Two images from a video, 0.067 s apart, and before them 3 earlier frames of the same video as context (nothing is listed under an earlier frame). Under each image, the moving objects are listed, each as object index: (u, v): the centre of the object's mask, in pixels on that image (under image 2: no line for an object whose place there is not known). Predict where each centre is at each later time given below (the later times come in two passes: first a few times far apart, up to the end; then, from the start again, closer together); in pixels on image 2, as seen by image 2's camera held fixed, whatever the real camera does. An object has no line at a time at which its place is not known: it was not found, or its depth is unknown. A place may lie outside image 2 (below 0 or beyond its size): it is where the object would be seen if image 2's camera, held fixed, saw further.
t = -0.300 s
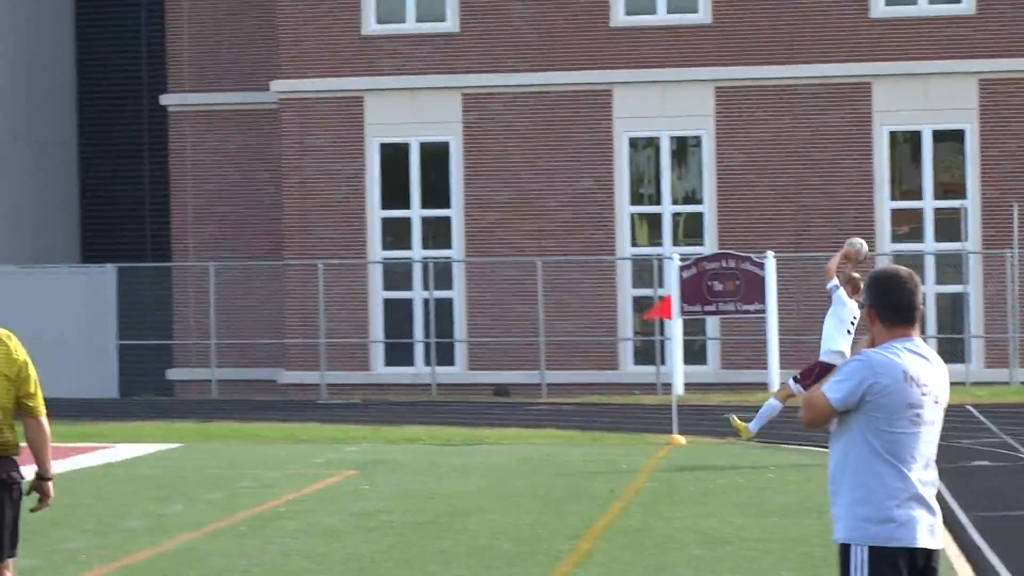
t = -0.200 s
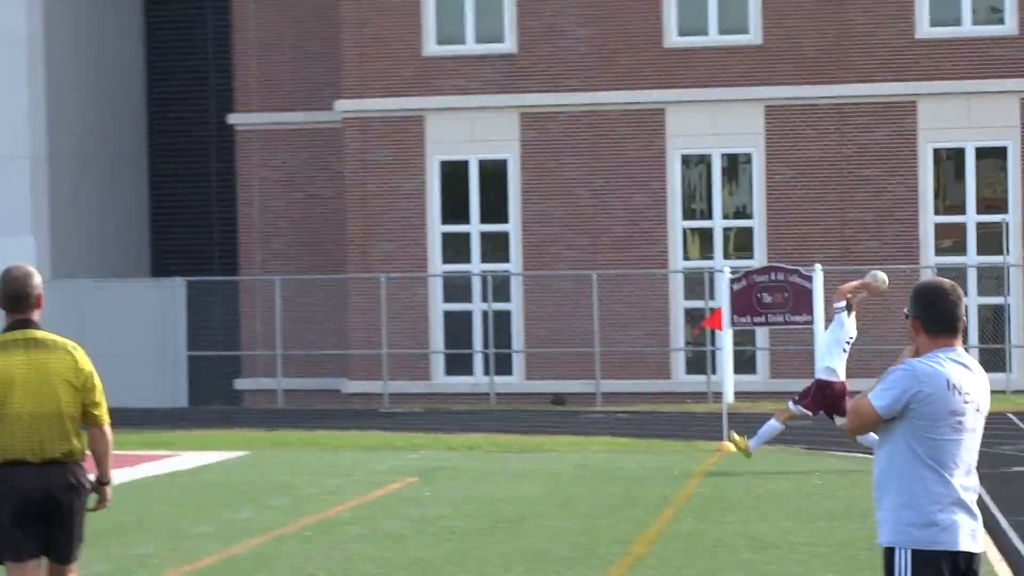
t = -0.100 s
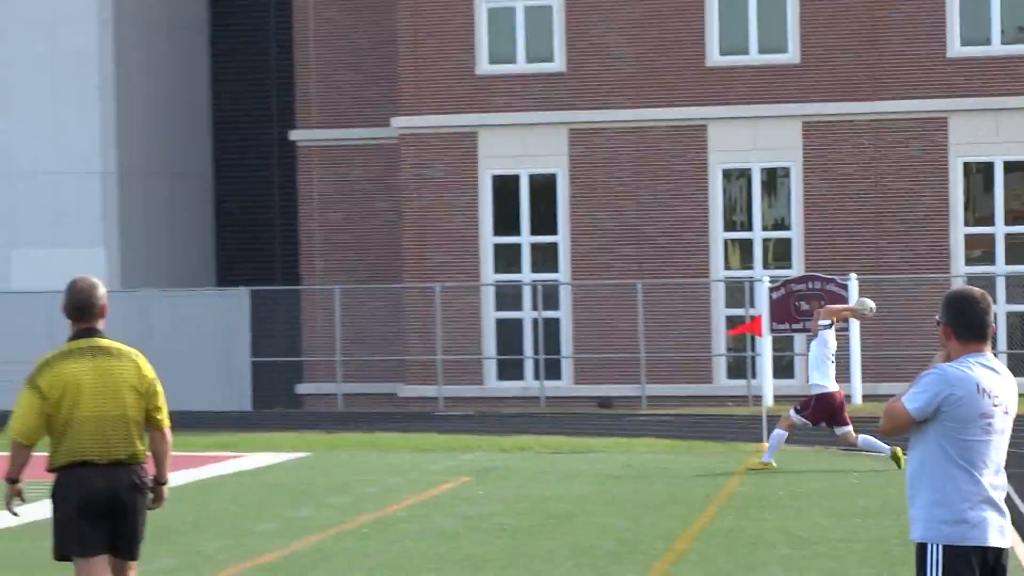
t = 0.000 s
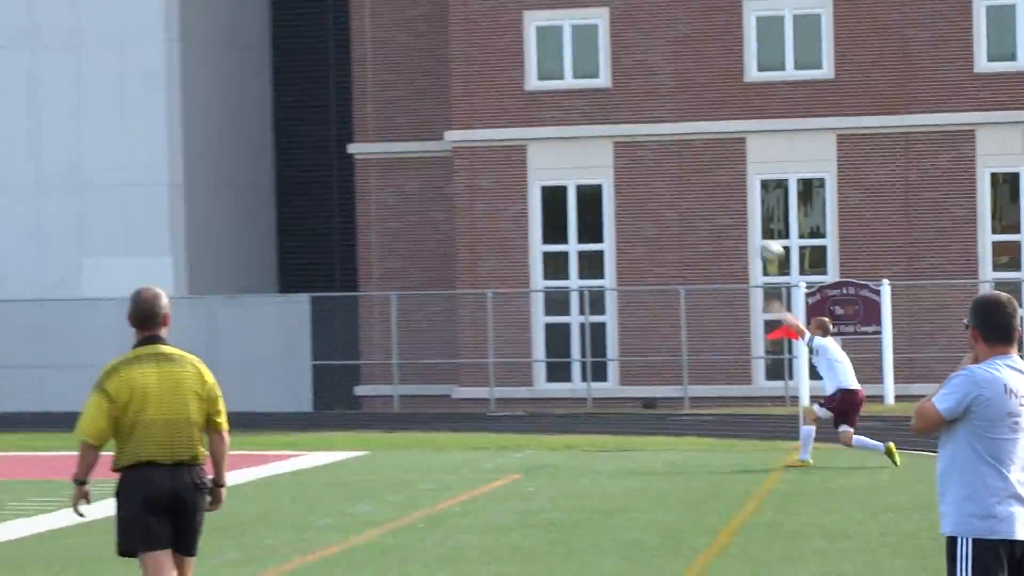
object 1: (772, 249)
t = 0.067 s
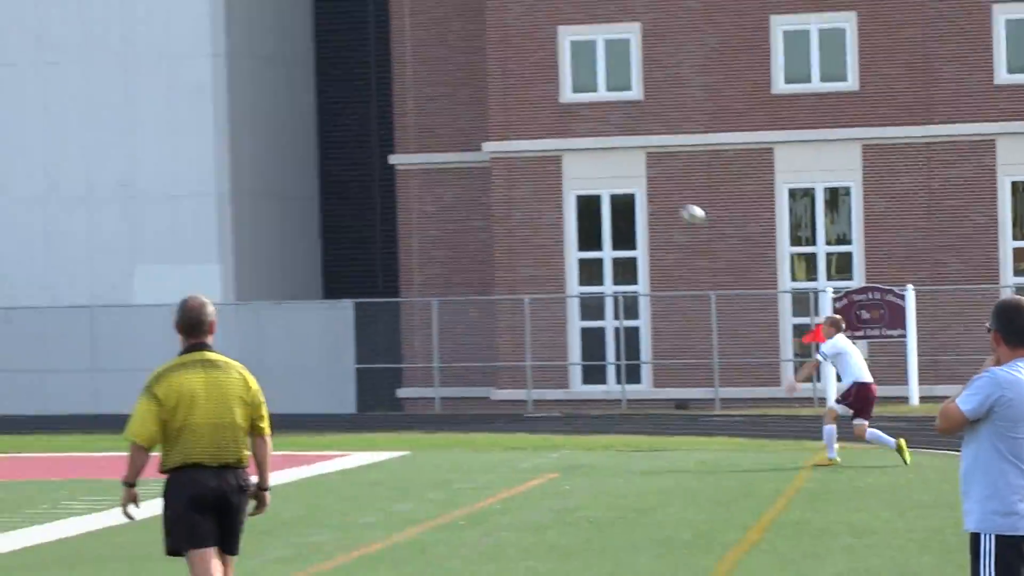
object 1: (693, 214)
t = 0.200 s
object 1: (483, 143)
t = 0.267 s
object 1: (389, 111)
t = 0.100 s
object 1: (640, 197)
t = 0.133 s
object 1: (587, 179)
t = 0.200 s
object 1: (483, 143)
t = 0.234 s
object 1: (437, 127)
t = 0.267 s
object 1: (389, 111)
